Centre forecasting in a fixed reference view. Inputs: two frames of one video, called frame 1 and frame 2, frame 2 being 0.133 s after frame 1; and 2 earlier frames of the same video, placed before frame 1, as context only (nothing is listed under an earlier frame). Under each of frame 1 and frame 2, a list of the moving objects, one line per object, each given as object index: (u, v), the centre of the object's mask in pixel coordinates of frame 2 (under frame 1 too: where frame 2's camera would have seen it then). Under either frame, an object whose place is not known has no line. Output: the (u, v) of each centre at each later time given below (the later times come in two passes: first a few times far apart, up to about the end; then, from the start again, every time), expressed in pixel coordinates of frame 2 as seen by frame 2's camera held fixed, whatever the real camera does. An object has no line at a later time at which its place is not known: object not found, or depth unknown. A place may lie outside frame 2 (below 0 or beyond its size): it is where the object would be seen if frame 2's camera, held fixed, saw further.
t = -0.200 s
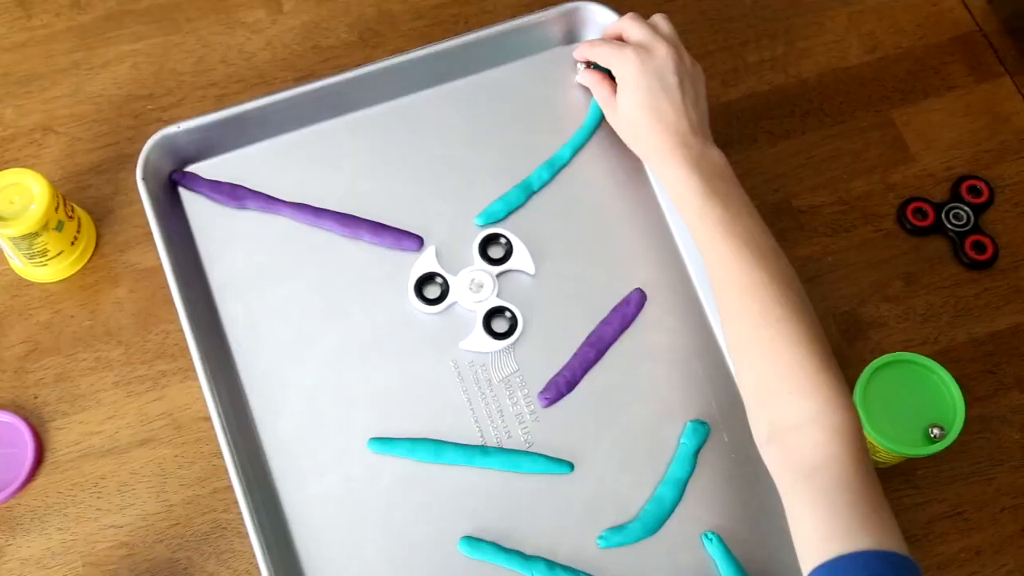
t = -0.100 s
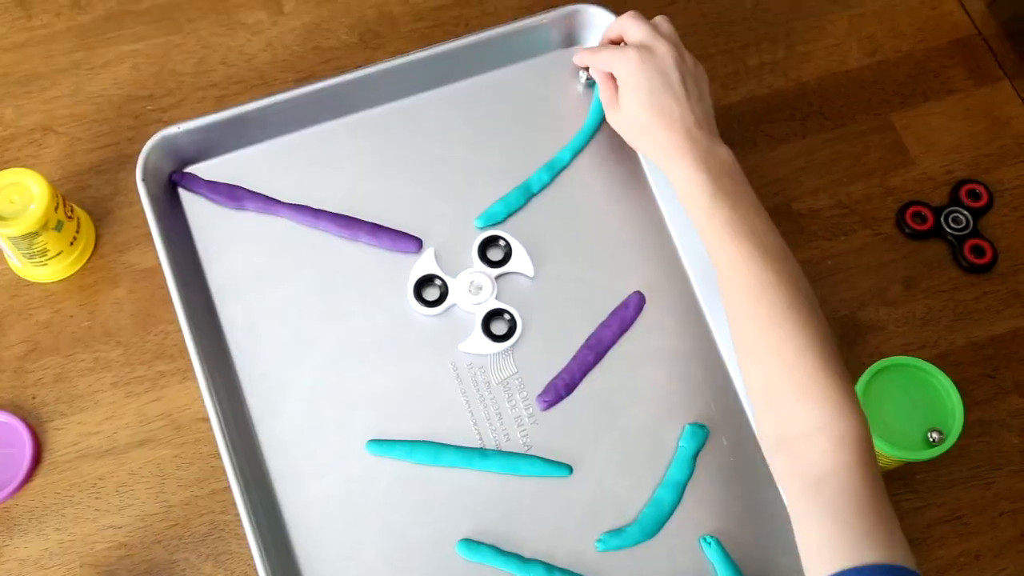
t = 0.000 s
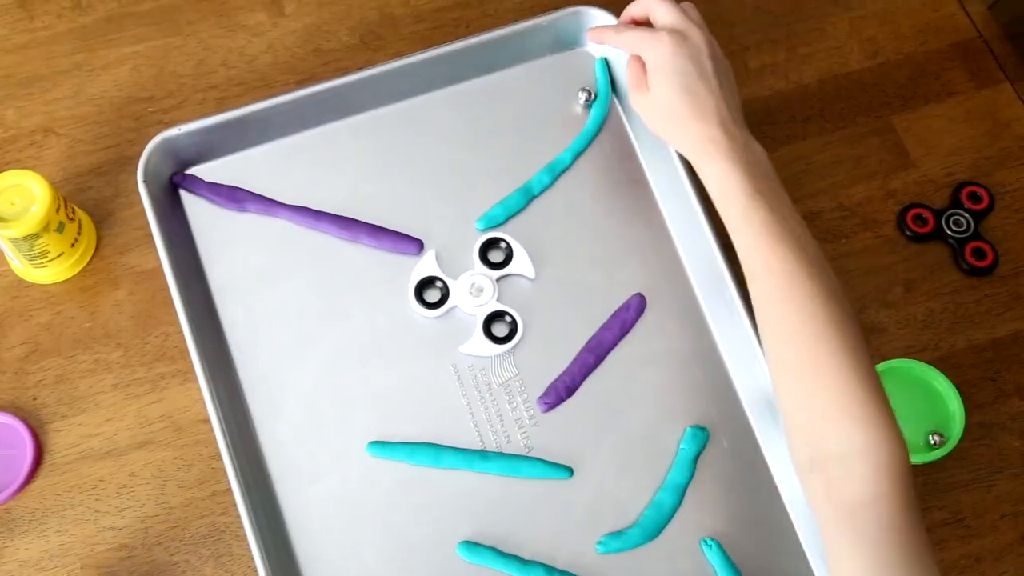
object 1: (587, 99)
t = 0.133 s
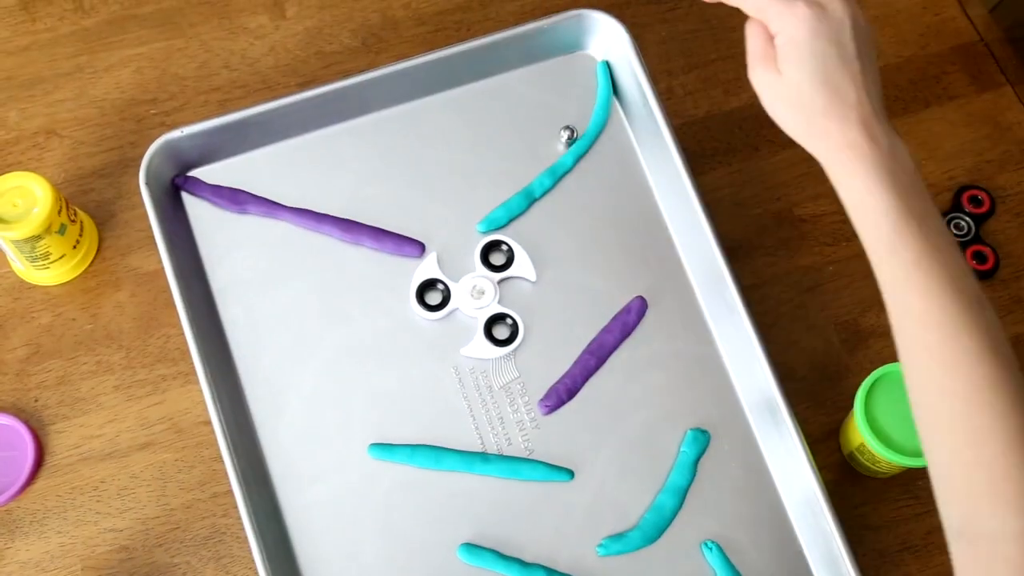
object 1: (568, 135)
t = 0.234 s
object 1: (540, 160)
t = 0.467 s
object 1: (462, 223)
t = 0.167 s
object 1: (560, 144)
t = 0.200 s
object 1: (550, 151)
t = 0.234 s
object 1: (540, 160)
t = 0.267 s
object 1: (530, 168)
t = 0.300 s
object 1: (519, 177)
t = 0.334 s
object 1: (508, 185)
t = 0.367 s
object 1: (496, 193)
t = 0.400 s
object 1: (485, 203)
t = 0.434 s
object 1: (473, 212)
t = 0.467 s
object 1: (462, 223)
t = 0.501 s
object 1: (451, 237)
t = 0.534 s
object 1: (446, 248)
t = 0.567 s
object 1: (450, 255)
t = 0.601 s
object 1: (454, 266)
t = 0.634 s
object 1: (450, 271)
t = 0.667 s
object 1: (446, 274)
